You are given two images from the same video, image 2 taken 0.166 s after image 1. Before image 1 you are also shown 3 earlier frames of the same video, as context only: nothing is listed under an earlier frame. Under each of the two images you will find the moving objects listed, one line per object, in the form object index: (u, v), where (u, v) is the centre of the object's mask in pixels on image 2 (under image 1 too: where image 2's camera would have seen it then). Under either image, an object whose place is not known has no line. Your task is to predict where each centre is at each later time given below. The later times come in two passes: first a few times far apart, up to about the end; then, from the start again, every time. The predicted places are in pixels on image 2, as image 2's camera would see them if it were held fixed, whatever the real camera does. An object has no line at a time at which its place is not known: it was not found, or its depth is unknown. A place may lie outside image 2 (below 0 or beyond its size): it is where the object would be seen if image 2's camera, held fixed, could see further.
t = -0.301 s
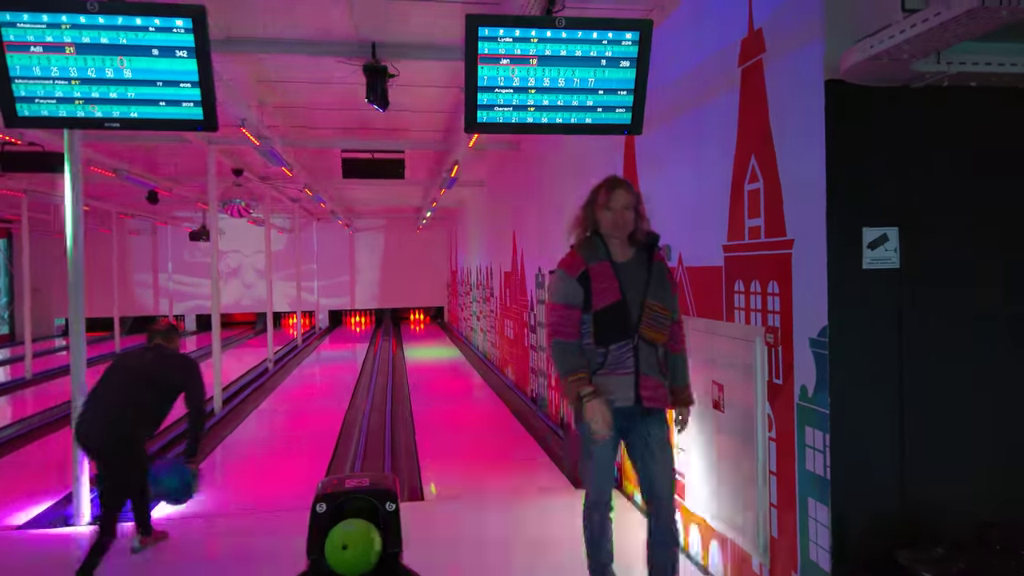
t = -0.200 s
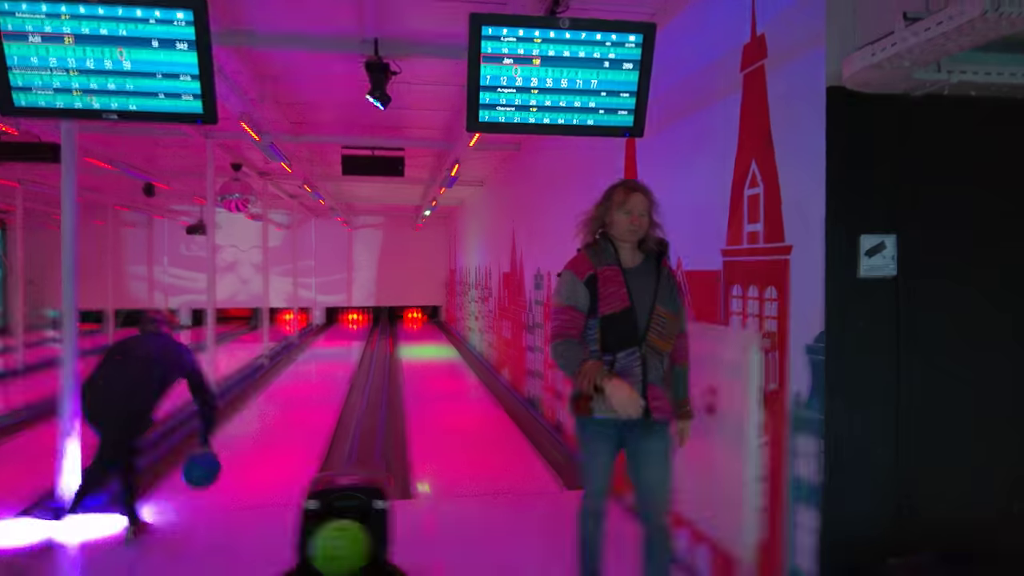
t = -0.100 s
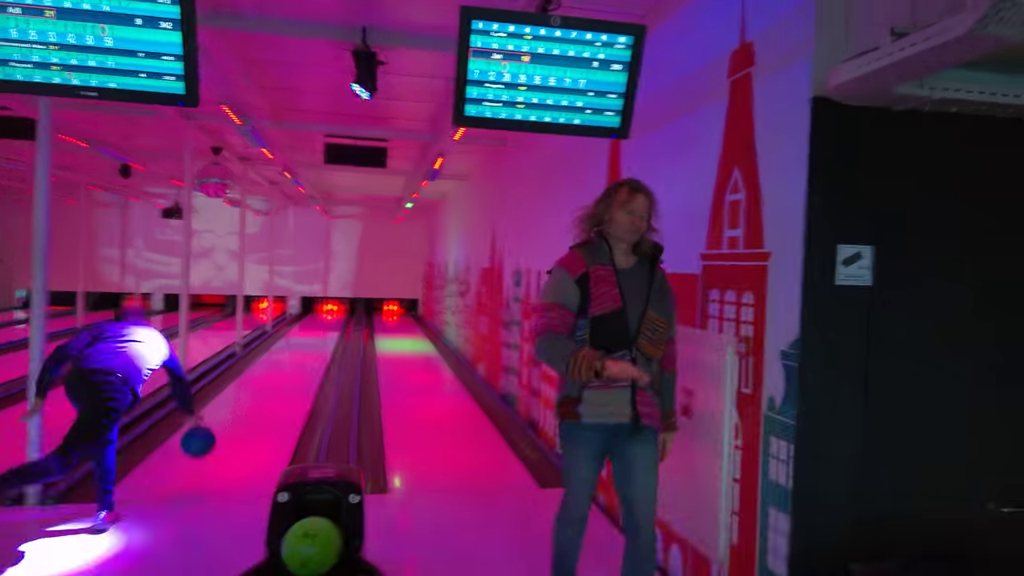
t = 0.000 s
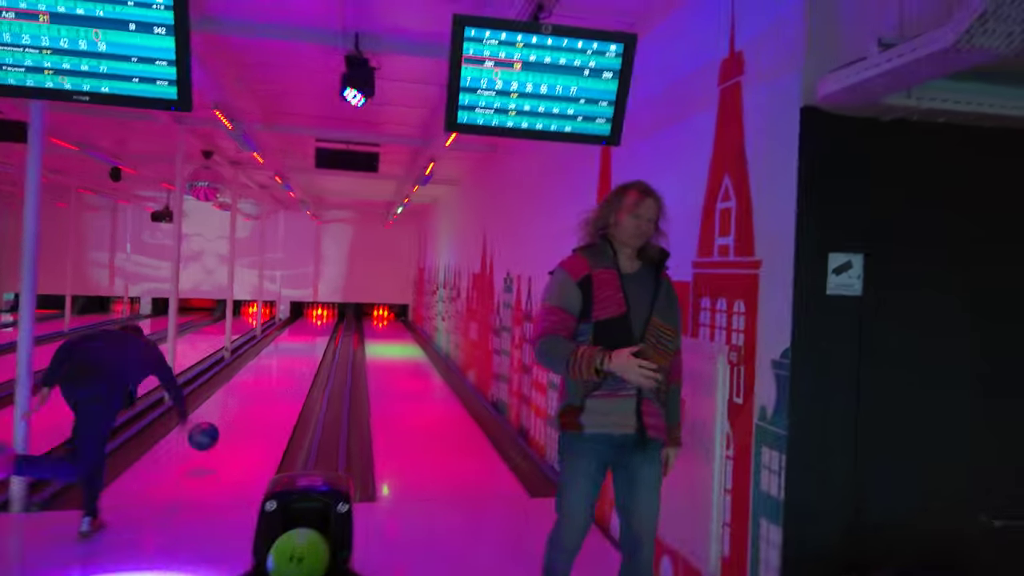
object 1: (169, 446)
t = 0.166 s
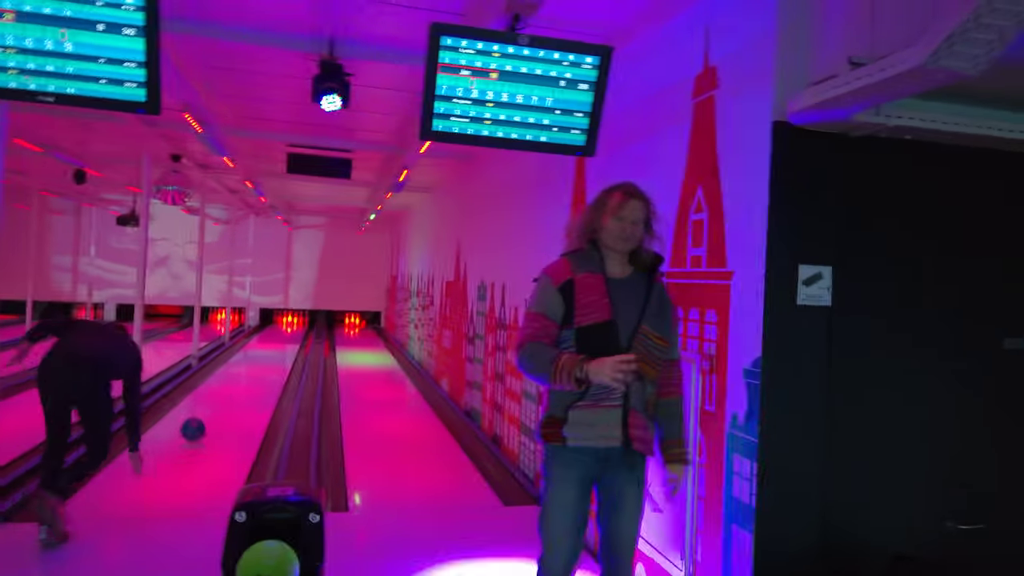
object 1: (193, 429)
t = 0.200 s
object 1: (197, 423)
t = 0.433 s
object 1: (217, 399)
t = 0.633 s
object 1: (231, 381)
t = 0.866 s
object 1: (244, 366)
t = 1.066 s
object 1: (251, 356)
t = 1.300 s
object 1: (259, 347)
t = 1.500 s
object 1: (264, 341)
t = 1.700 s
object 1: (268, 336)
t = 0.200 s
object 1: (197, 423)
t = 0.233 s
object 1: (202, 418)
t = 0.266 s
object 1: (205, 415)
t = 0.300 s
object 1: (208, 413)
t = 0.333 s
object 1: (209, 410)
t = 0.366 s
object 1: (212, 407)
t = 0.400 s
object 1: (215, 403)
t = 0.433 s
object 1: (217, 399)
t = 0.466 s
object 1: (220, 396)
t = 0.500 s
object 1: (222, 393)
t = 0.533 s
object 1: (225, 389)
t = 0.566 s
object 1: (228, 386)
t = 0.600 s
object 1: (230, 384)
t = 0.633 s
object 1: (231, 381)
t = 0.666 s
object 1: (233, 379)
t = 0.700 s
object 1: (236, 377)
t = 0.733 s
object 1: (238, 375)
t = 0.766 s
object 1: (240, 372)
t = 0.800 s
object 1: (241, 370)
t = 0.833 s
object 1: (242, 368)
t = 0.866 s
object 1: (244, 366)
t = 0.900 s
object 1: (246, 364)
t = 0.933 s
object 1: (248, 362)
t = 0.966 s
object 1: (249, 361)
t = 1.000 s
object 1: (249, 359)
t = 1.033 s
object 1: (249, 356)
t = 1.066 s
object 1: (251, 356)
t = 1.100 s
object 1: (252, 355)
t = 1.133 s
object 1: (253, 353)
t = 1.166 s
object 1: (254, 352)
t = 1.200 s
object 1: (255, 350)
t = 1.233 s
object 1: (257, 350)
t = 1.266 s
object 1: (258, 348)
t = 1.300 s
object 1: (259, 347)
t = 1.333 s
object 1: (261, 346)
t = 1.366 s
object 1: (261, 344)
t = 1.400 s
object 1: (262, 344)
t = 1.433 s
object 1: (263, 343)
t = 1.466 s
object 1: (263, 342)
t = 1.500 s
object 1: (264, 341)
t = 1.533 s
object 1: (265, 340)
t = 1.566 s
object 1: (266, 339)
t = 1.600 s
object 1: (267, 338)
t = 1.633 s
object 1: (268, 337)
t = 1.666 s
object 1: (268, 337)
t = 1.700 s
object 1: (268, 336)
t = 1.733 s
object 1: (269, 335)
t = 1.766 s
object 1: (269, 335)
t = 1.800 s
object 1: (270, 333)
